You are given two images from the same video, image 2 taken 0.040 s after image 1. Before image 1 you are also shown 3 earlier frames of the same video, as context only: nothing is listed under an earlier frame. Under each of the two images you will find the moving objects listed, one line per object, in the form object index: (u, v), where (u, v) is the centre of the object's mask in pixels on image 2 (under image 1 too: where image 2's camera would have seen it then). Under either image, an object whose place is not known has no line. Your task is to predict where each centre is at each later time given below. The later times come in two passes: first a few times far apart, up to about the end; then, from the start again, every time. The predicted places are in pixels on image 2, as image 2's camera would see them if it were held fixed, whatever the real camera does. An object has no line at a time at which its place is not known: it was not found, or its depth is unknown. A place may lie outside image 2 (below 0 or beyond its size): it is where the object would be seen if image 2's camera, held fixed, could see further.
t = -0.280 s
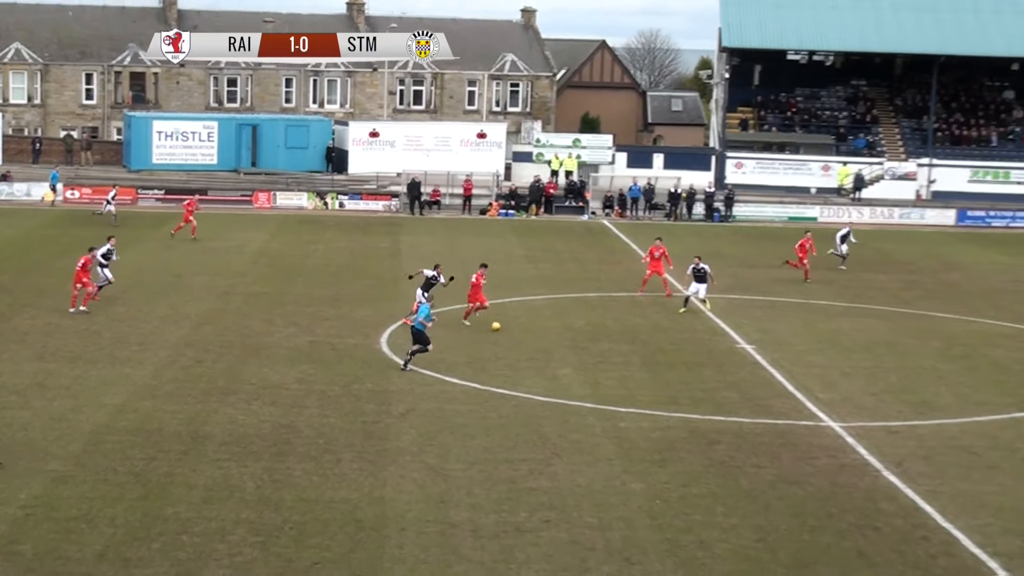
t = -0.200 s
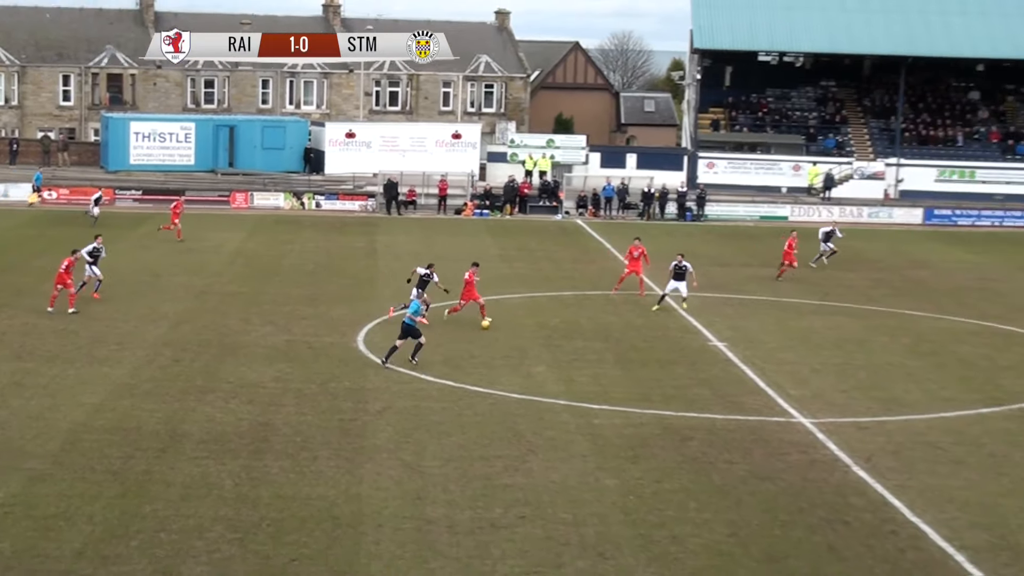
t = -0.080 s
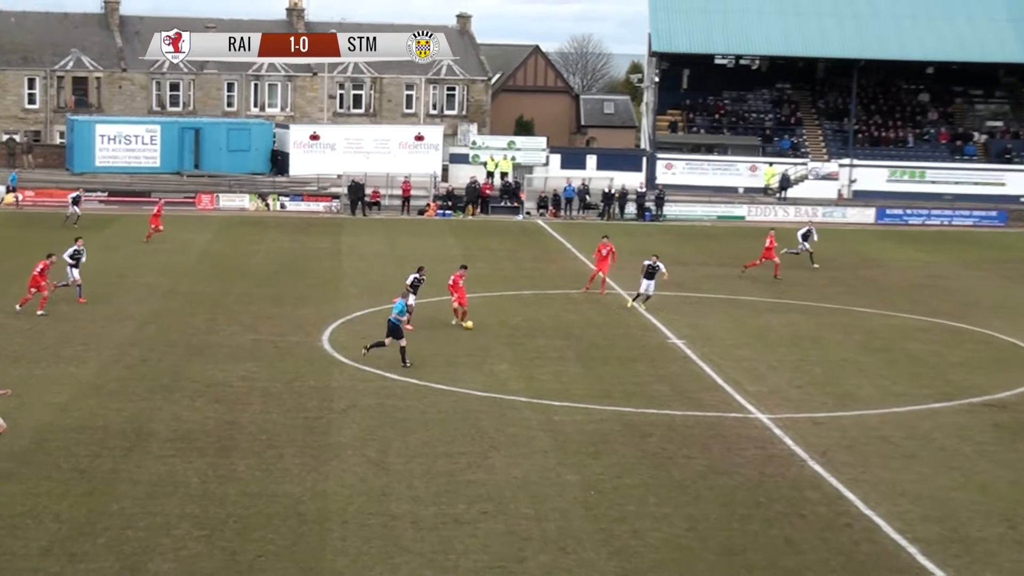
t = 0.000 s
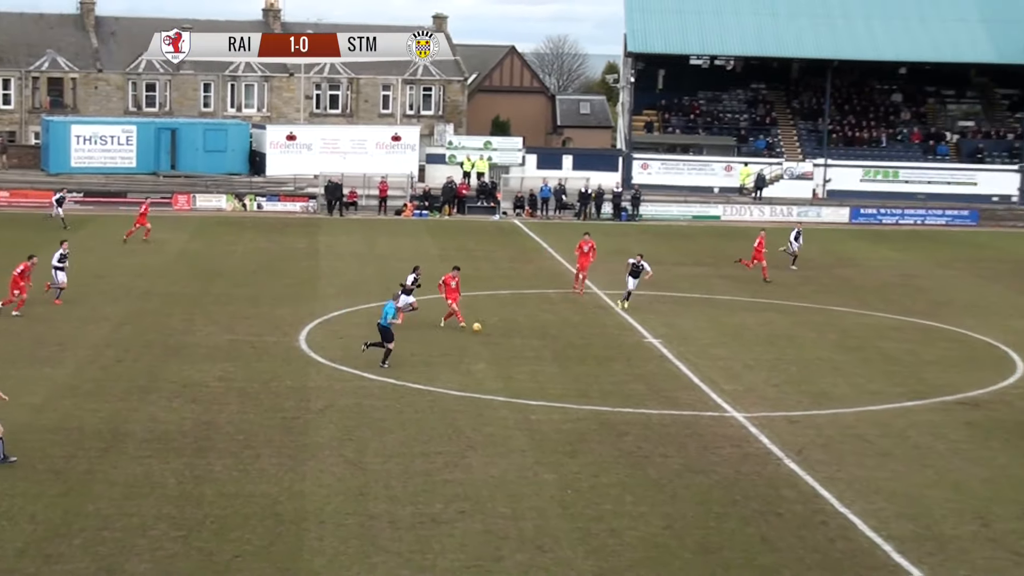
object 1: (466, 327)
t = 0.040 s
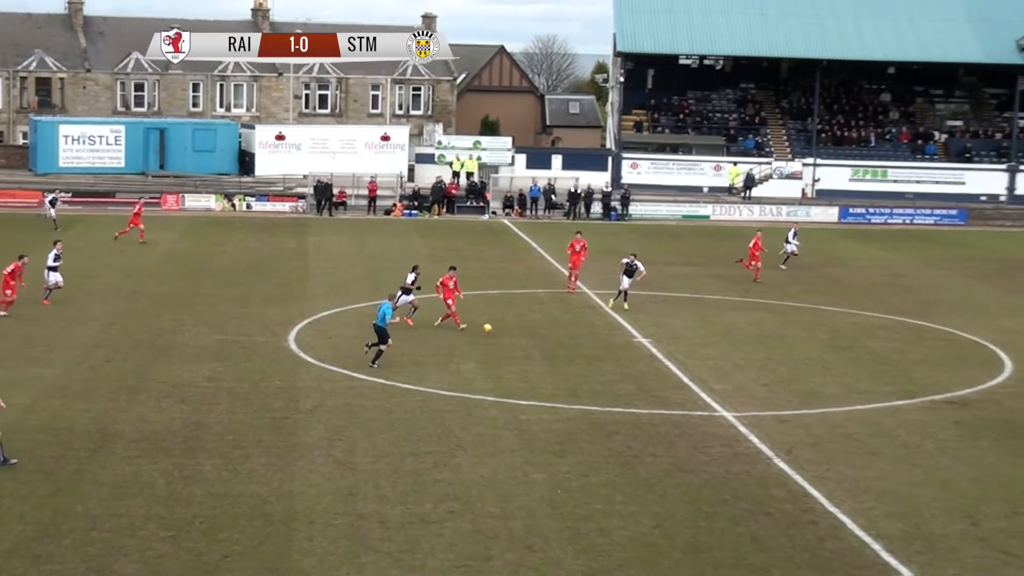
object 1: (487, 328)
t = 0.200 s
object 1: (574, 343)
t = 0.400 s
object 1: (677, 355)
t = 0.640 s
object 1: (797, 373)
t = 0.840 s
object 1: (888, 385)
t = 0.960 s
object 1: (943, 392)
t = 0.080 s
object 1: (508, 330)
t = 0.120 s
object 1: (530, 334)
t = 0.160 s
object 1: (552, 338)
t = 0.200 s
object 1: (574, 343)
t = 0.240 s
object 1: (596, 349)
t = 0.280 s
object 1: (617, 351)
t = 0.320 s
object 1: (636, 351)
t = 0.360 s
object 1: (656, 353)
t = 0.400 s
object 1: (677, 355)
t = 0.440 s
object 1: (698, 358)
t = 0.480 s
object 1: (719, 362)
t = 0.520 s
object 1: (740, 367)
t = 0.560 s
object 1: (761, 373)
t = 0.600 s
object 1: (780, 374)
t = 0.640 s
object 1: (797, 373)
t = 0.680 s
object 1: (815, 374)
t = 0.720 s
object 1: (833, 375)
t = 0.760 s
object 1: (851, 378)
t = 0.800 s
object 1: (869, 381)
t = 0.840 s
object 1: (888, 385)
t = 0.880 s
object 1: (907, 390)
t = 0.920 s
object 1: (925, 394)
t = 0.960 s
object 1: (943, 392)
